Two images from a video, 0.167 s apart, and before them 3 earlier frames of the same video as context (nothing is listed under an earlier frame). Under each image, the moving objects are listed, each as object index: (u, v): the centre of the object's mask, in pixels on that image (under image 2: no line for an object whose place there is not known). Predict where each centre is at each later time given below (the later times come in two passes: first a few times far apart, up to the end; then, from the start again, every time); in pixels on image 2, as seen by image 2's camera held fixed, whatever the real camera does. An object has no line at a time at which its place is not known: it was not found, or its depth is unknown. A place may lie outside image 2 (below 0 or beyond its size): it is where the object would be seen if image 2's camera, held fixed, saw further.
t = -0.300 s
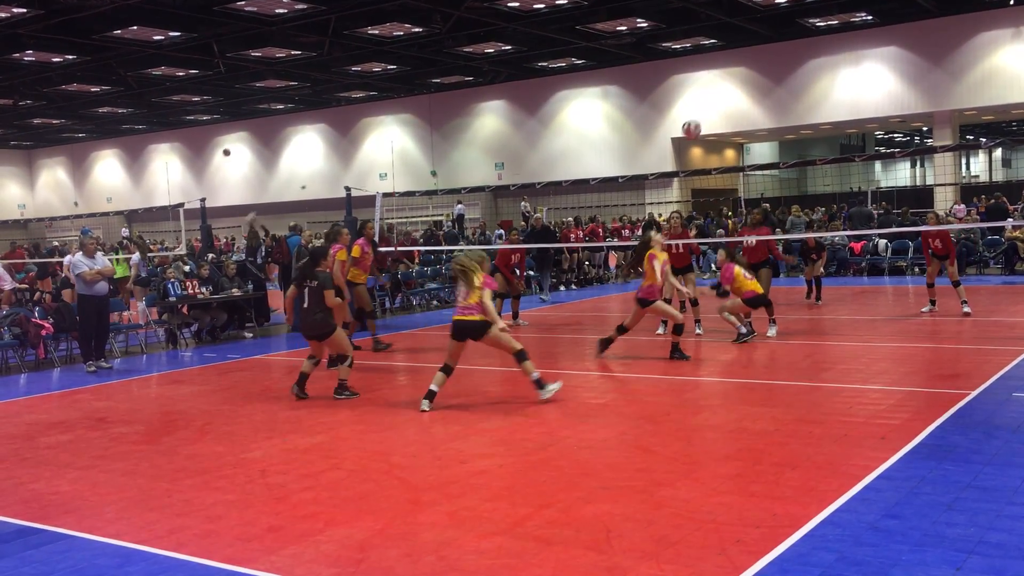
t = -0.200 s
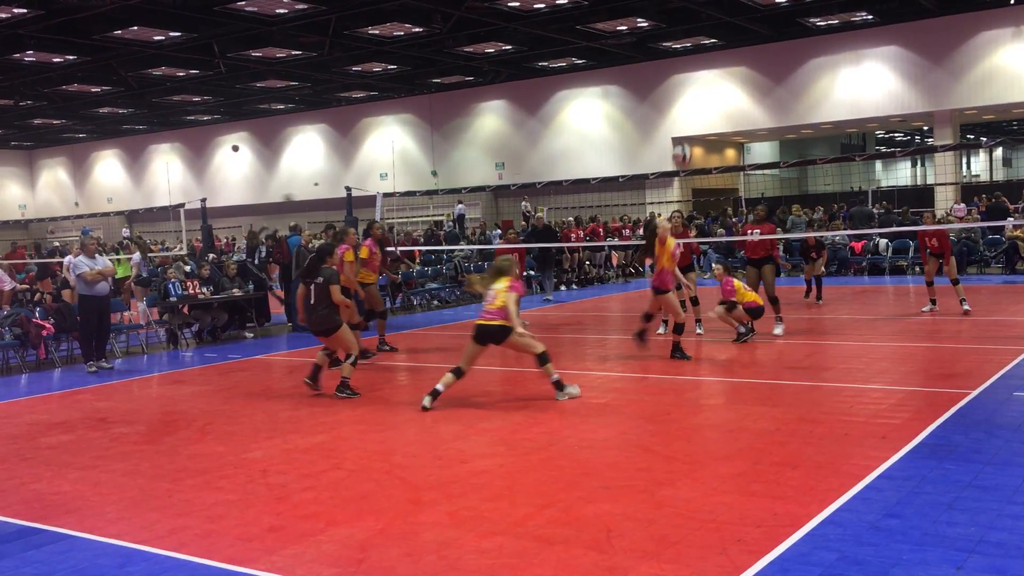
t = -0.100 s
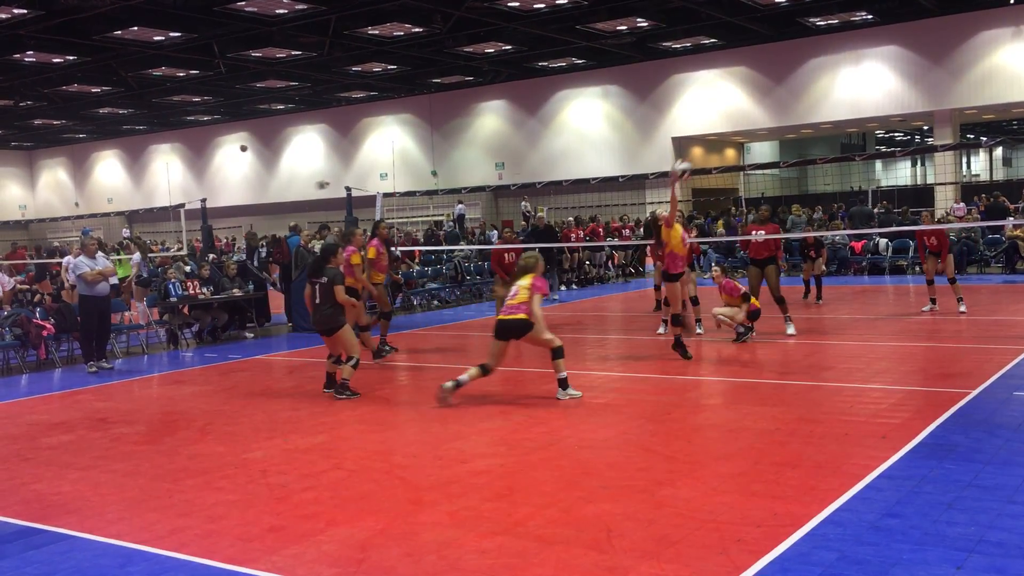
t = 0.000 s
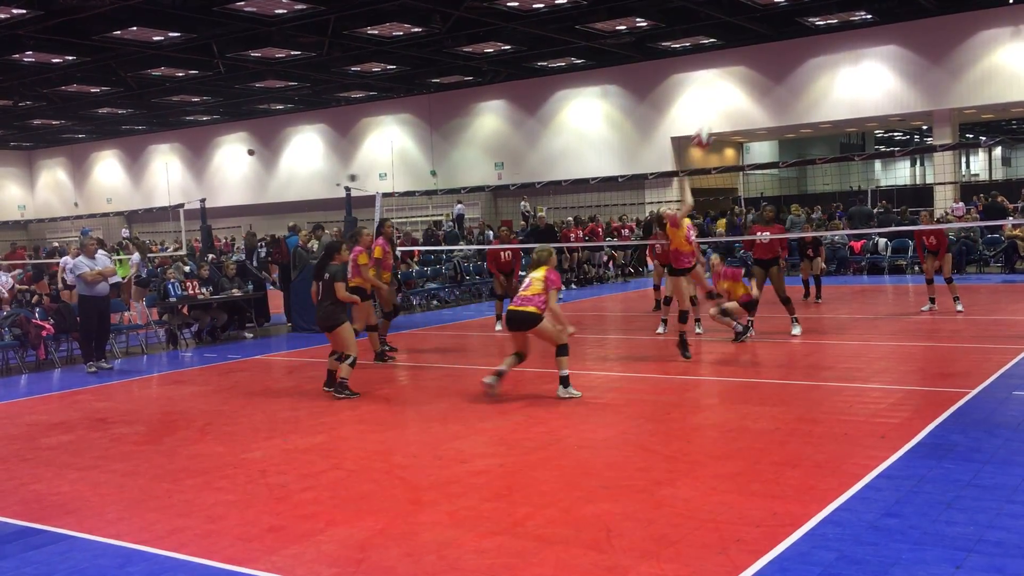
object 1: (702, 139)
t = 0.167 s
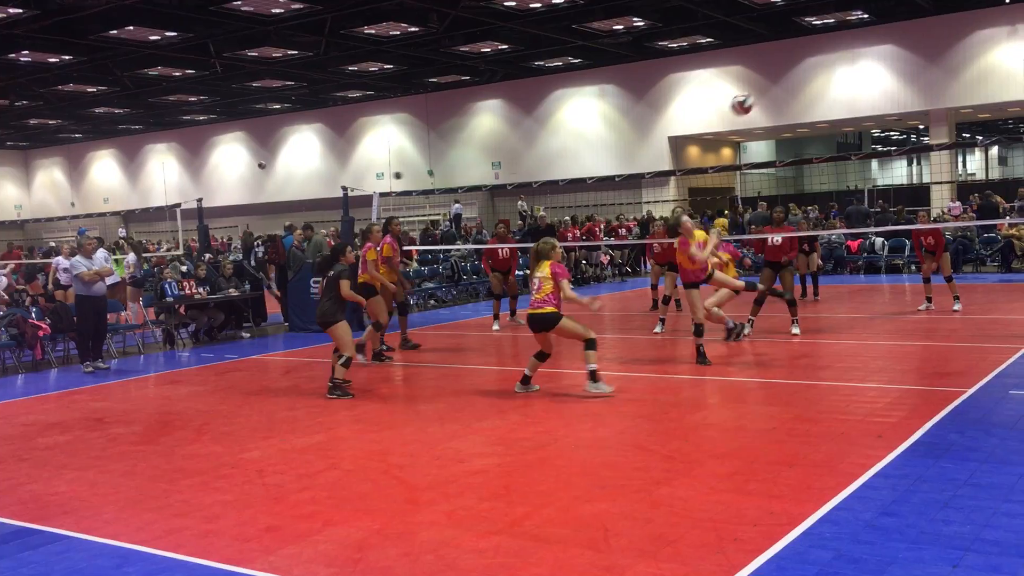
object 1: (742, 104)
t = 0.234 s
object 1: (761, 98)
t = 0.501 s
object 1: (843, 120)
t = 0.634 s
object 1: (887, 165)
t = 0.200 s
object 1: (752, 99)
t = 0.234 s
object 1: (761, 98)
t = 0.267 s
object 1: (771, 96)
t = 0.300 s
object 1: (779, 96)
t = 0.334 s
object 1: (789, 96)
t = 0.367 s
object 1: (799, 98)
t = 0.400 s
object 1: (810, 102)
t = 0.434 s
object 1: (820, 107)
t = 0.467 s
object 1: (832, 113)
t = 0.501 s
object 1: (843, 120)
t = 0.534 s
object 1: (854, 131)
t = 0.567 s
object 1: (864, 140)
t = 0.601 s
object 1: (876, 150)
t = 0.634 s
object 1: (887, 165)
